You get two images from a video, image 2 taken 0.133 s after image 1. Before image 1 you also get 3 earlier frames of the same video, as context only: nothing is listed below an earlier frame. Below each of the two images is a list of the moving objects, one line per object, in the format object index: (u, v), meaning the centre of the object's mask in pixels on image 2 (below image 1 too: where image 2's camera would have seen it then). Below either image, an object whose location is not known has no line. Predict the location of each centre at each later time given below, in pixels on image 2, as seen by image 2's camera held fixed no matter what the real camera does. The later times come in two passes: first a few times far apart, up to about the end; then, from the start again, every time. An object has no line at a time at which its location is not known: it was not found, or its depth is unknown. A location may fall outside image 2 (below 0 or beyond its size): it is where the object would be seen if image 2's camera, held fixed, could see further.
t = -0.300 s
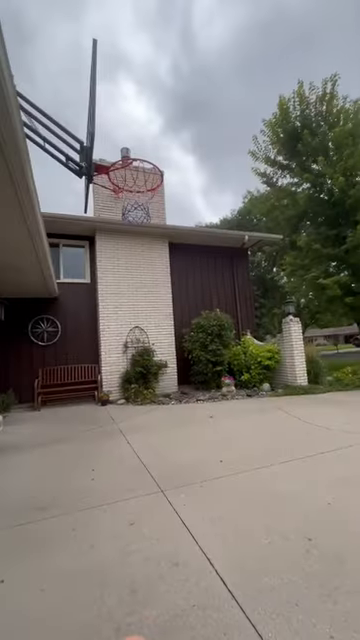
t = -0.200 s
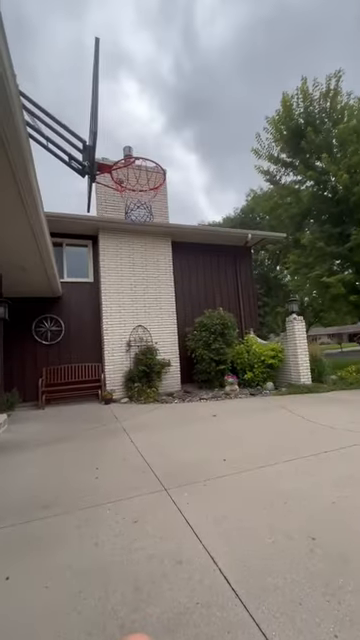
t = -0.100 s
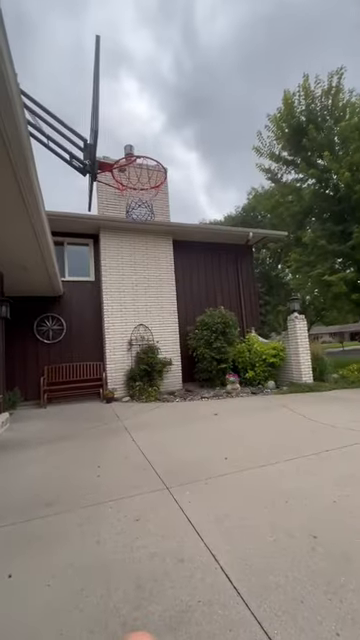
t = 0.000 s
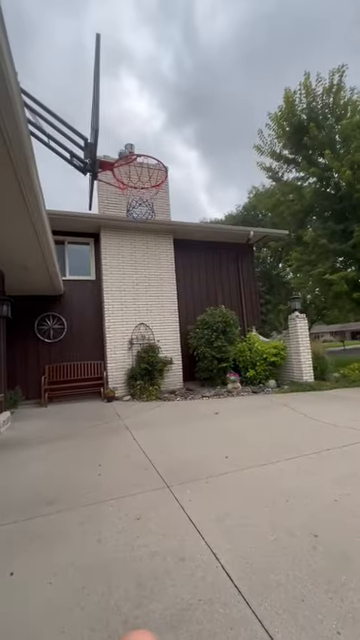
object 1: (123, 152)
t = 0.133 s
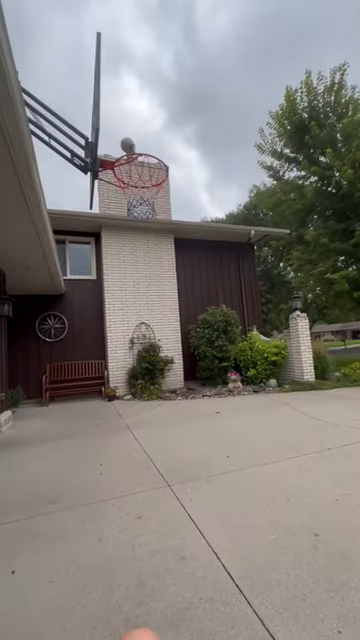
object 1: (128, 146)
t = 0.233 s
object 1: (130, 144)
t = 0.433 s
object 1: (144, 166)
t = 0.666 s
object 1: (145, 302)
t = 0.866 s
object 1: (148, 456)
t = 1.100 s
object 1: (139, 343)
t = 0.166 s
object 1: (128, 144)
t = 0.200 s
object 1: (129, 144)
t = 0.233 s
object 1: (130, 144)
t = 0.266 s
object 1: (132, 145)
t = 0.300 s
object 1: (133, 146)
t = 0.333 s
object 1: (135, 149)
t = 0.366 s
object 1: (137, 152)
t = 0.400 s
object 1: (140, 158)
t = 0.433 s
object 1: (144, 166)
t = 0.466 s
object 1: (144, 184)
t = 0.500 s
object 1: (143, 199)
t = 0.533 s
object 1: (144, 218)
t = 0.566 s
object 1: (144, 238)
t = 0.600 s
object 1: (144, 259)
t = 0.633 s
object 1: (144, 281)
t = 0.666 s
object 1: (145, 302)
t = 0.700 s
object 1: (145, 325)
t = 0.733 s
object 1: (146, 348)
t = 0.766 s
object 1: (146, 374)
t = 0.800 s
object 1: (147, 399)
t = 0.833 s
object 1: (148, 426)
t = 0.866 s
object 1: (148, 456)
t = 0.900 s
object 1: (147, 441)
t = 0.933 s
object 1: (144, 419)
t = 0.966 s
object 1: (144, 399)
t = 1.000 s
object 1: (142, 385)
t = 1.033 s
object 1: (142, 368)
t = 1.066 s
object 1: (140, 354)
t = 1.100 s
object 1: (139, 343)
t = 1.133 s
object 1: (137, 334)
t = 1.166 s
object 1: (137, 327)
